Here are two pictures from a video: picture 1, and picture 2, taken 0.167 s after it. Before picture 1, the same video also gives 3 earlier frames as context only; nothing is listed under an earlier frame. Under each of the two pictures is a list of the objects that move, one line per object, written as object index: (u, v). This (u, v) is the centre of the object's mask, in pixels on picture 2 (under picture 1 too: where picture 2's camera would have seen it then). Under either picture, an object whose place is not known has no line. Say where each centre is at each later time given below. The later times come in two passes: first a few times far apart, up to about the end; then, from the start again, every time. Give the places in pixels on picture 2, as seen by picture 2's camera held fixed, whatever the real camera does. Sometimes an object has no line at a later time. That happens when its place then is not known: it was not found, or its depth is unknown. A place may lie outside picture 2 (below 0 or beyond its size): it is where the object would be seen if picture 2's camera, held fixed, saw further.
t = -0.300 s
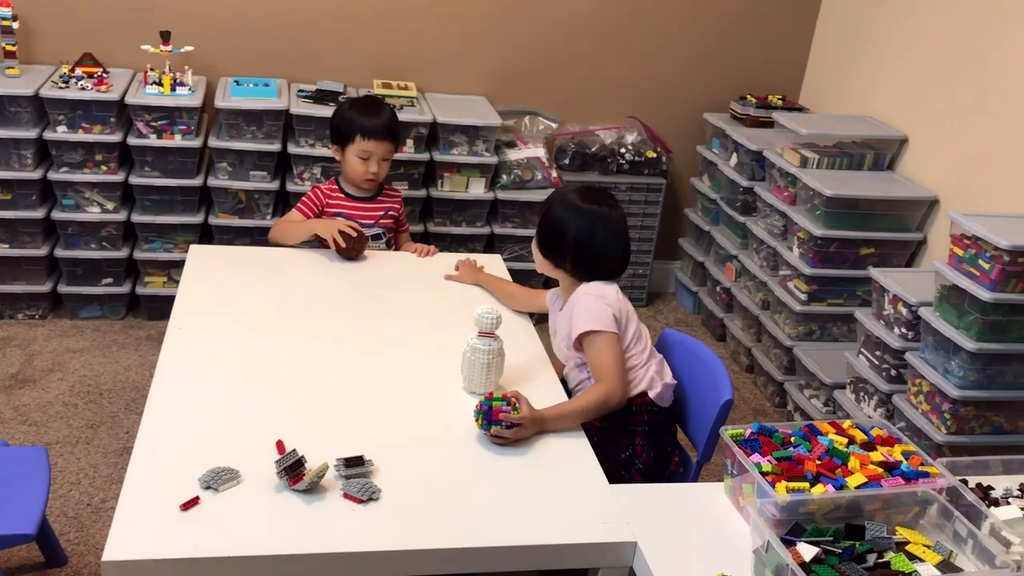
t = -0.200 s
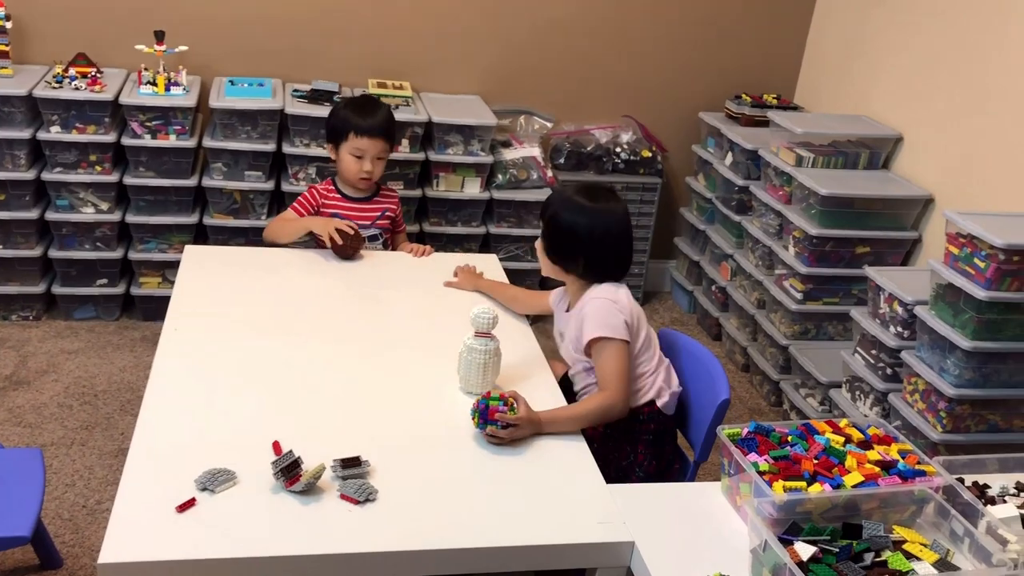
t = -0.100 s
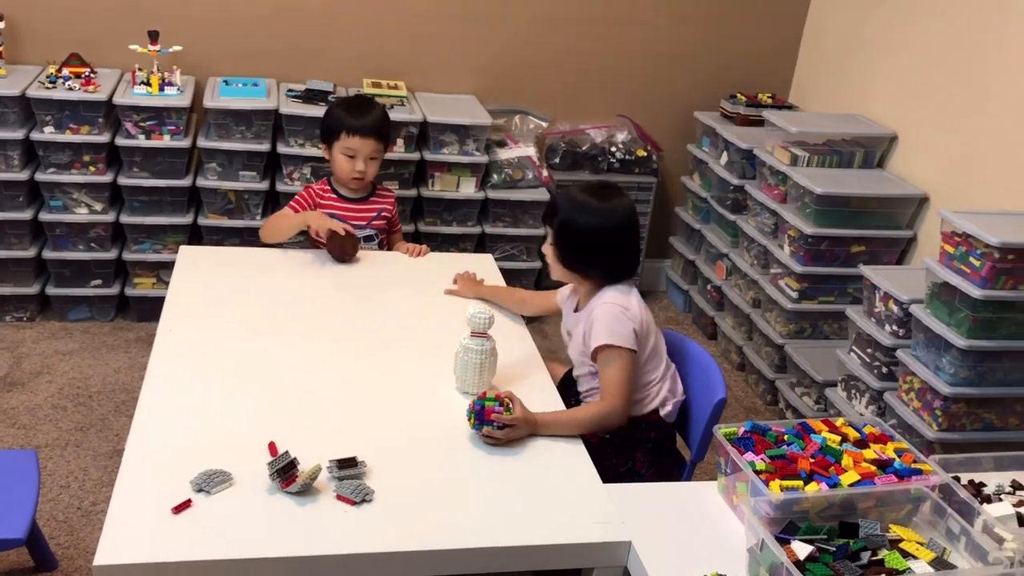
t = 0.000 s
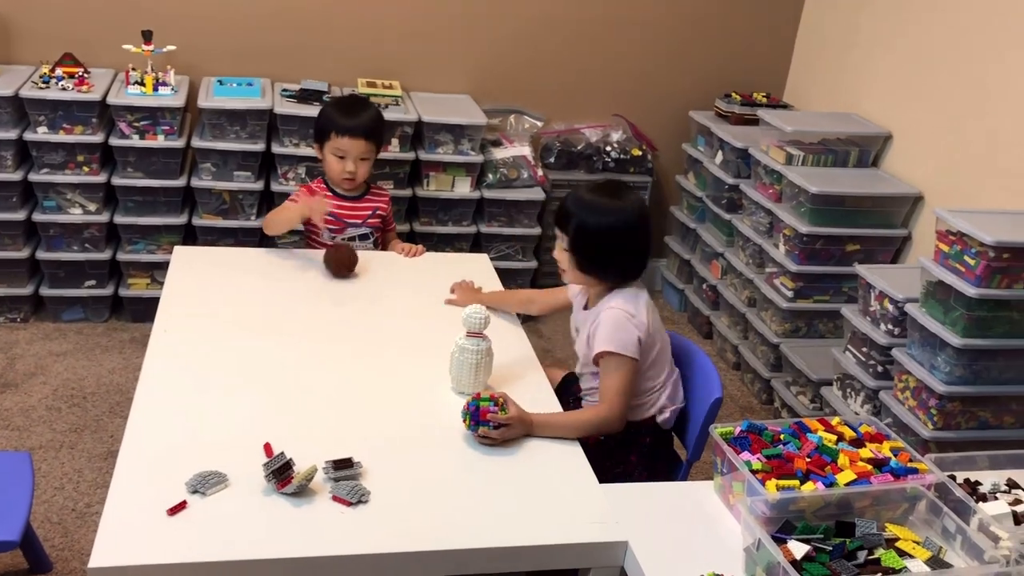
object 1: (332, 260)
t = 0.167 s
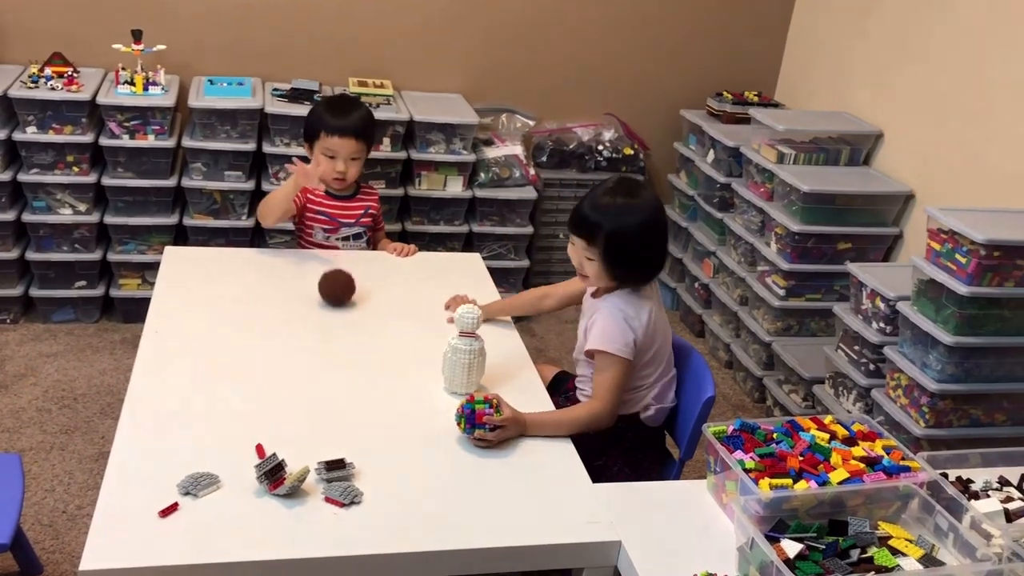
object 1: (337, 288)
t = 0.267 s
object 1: (340, 303)
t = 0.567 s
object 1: (357, 354)
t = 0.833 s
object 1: (383, 401)
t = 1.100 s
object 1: (418, 450)
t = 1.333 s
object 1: (451, 493)
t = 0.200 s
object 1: (338, 293)
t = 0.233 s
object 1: (339, 298)
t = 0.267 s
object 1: (340, 303)
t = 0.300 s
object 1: (342, 308)
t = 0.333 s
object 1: (343, 314)
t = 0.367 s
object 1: (345, 319)
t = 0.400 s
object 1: (347, 325)
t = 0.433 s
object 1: (349, 331)
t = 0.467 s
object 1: (352, 337)
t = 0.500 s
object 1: (354, 343)
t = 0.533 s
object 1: (356, 350)
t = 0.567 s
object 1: (357, 354)
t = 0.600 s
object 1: (359, 361)
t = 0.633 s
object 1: (361, 367)
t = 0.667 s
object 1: (364, 373)
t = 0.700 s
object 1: (367, 378)
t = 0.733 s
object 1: (371, 384)
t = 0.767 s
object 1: (375, 389)
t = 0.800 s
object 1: (379, 395)
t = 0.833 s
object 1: (383, 401)
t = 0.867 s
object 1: (388, 407)
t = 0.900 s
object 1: (391, 413)
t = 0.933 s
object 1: (395, 420)
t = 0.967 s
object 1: (400, 426)
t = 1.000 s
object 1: (404, 431)
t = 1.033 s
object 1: (409, 438)
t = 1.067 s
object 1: (413, 443)
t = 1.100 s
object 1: (418, 450)
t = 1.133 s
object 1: (423, 456)
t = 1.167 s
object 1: (428, 461)
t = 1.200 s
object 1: (433, 468)
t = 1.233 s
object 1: (438, 475)
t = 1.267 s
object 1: (443, 482)
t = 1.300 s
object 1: (447, 487)
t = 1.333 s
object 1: (451, 493)
